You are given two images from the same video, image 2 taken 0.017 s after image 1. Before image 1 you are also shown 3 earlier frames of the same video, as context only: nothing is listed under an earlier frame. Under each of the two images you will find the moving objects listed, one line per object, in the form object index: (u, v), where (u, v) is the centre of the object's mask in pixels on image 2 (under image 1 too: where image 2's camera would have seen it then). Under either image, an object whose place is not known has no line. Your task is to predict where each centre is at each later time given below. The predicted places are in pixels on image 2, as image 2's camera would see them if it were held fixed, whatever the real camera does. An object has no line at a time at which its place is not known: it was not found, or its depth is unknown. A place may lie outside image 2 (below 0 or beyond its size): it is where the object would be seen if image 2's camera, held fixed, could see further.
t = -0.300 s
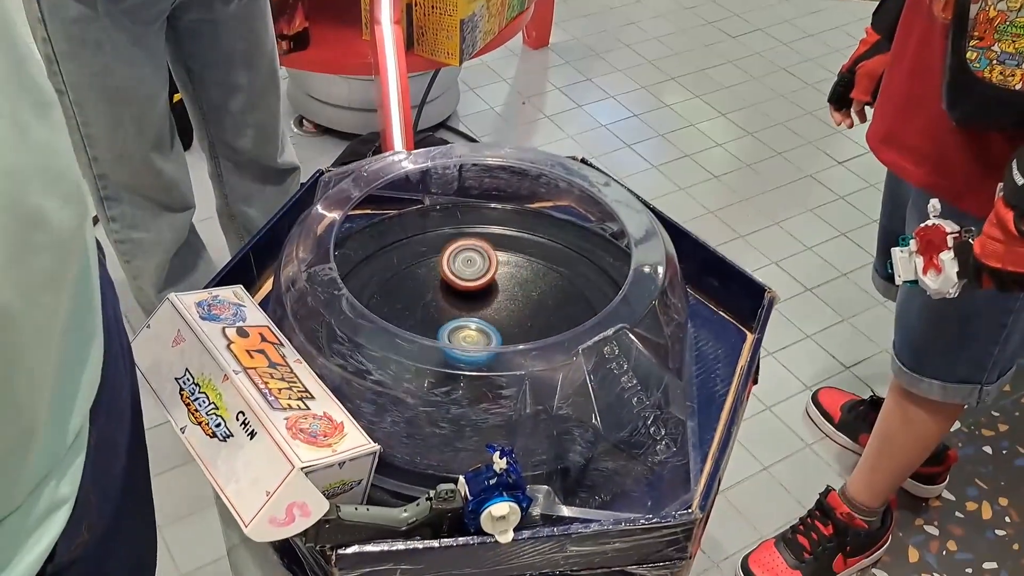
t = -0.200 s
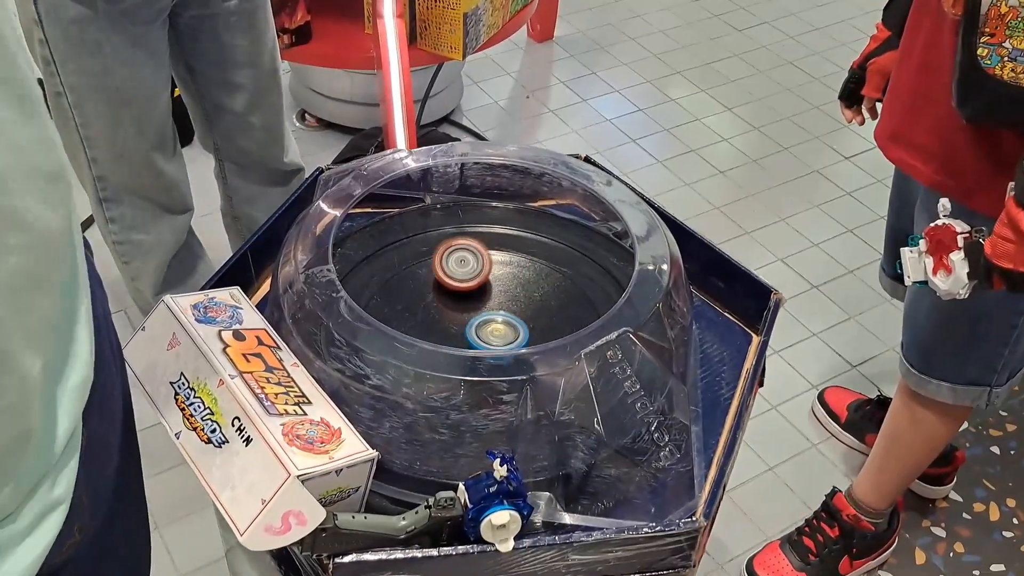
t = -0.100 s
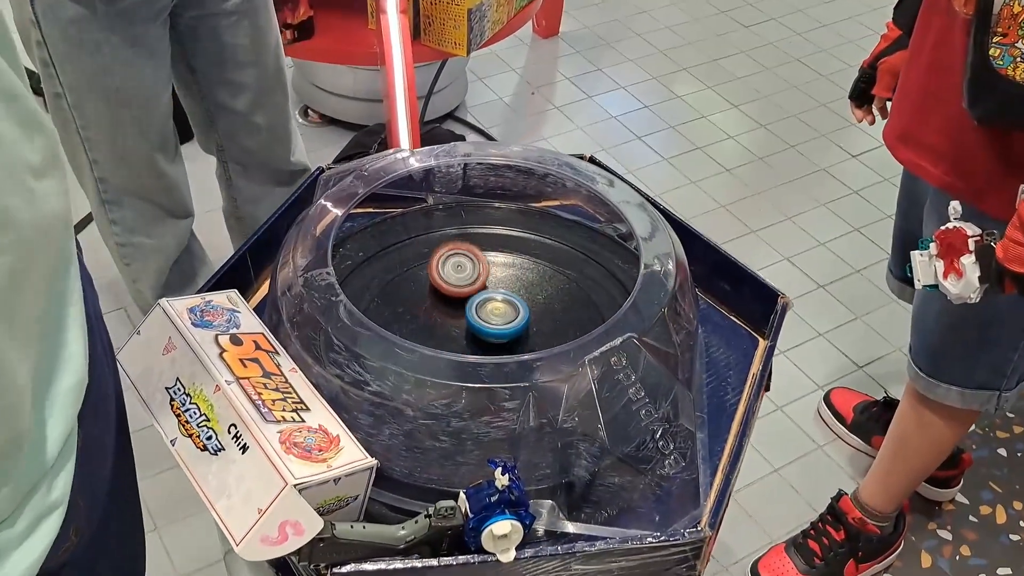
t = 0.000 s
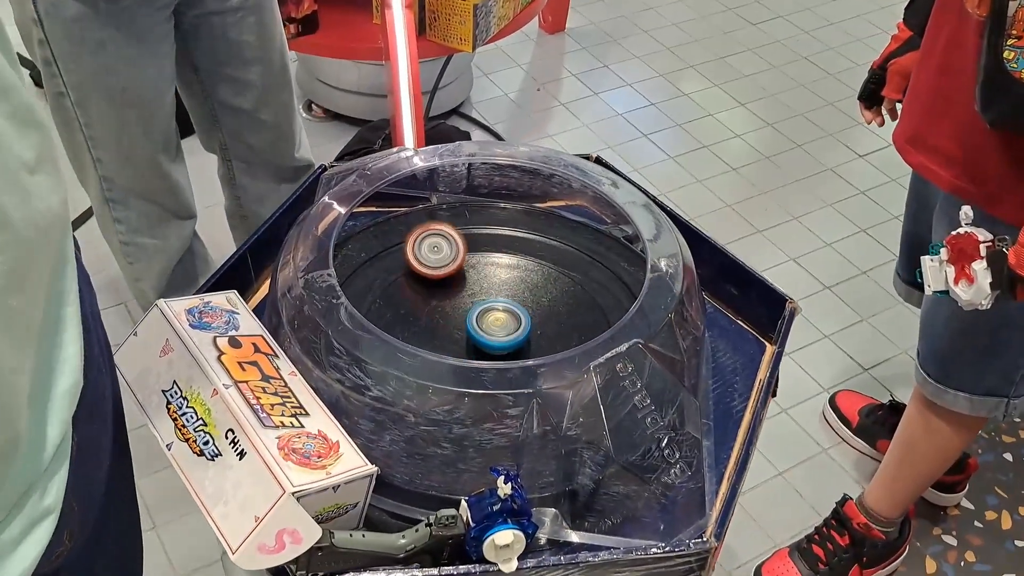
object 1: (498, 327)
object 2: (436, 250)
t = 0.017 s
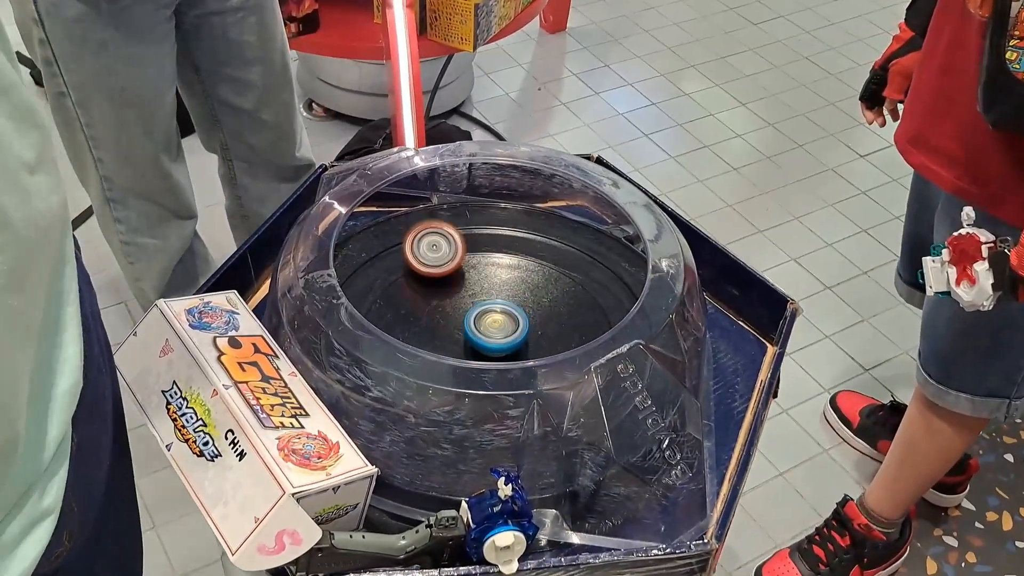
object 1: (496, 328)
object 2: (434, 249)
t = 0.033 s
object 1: (493, 329)
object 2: (433, 247)
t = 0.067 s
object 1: (487, 332)
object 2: (429, 246)
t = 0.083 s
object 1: (485, 333)
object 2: (425, 246)
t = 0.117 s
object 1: (481, 335)
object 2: (416, 245)
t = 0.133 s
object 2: (410, 245)
